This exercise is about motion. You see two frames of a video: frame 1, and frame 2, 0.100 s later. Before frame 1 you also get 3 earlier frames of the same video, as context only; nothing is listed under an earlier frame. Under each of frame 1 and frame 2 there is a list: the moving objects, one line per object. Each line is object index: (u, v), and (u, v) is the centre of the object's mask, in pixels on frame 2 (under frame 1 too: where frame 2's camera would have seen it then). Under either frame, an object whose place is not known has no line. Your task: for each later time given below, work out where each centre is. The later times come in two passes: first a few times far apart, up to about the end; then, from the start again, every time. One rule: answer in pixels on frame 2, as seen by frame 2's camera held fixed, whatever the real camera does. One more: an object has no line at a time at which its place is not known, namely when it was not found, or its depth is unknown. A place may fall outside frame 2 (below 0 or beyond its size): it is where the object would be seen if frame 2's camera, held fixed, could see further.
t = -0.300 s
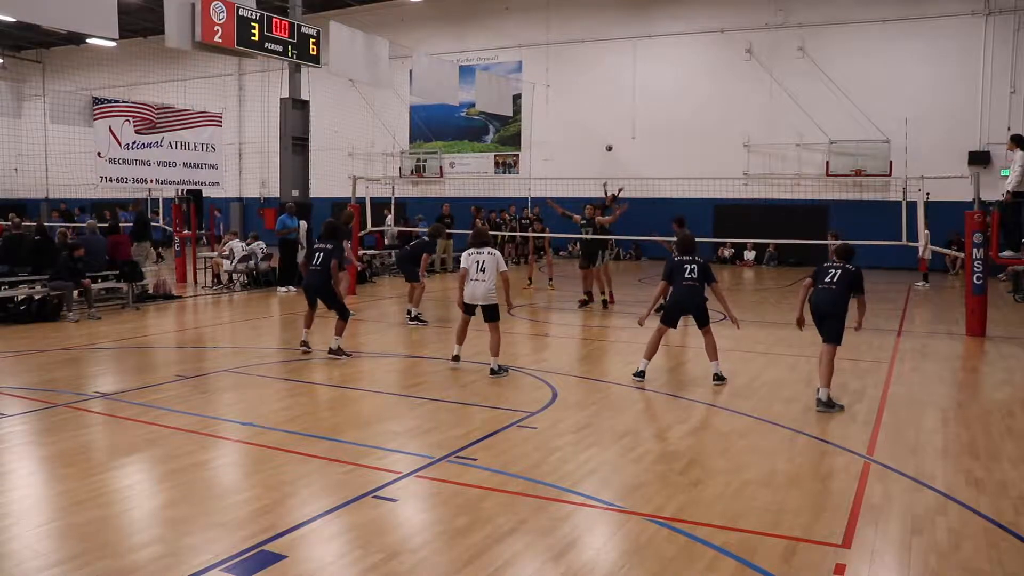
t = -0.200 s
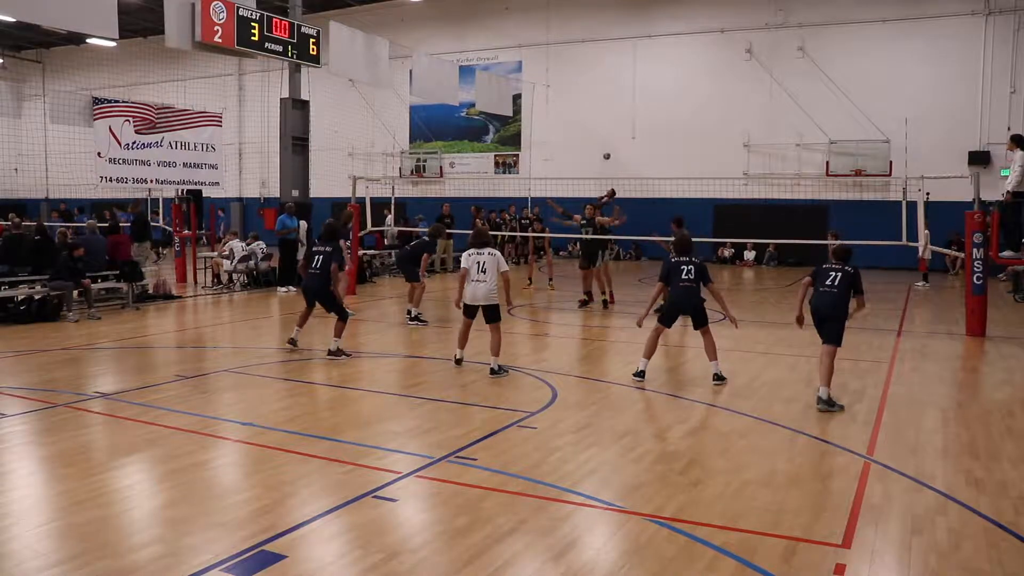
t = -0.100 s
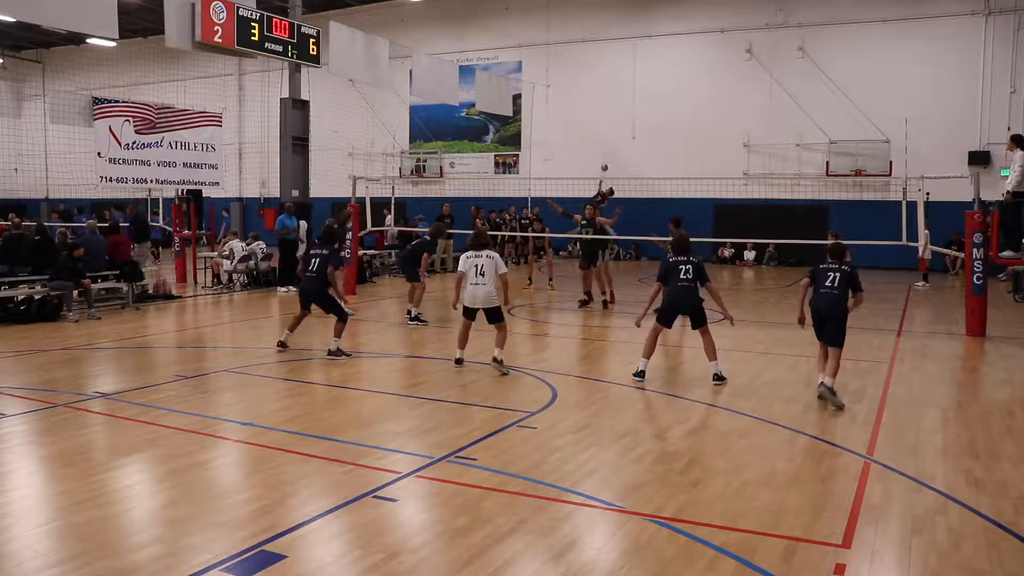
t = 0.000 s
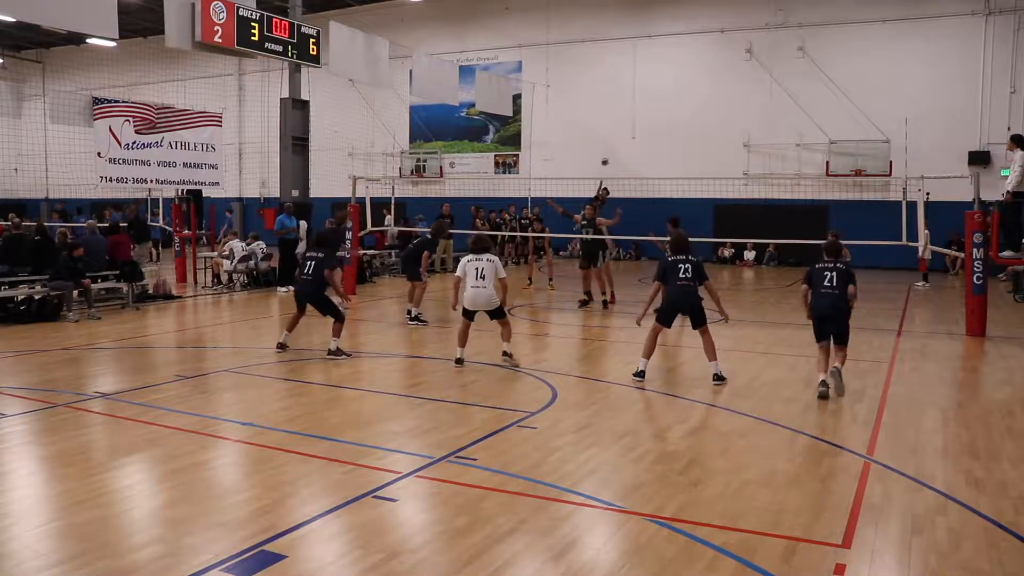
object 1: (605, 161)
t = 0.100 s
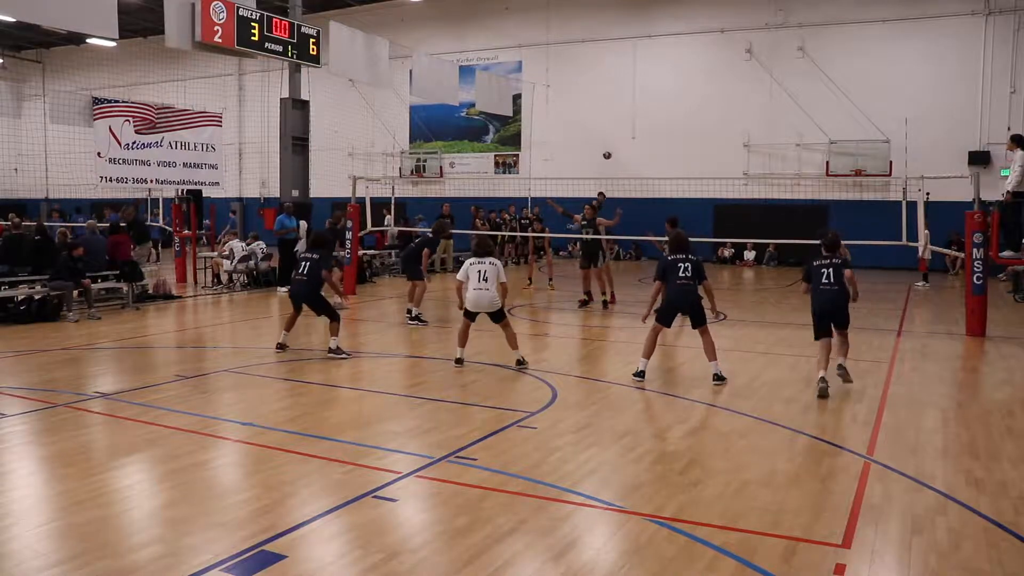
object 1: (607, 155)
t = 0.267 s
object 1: (615, 159)
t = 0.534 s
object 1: (655, 170)
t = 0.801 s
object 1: (714, 164)
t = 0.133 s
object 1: (608, 154)
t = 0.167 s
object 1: (609, 154)
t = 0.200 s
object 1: (611, 155)
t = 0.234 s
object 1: (613, 156)
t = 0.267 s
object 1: (615, 159)
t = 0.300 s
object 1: (617, 163)
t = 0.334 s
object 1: (620, 168)
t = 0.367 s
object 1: (623, 174)
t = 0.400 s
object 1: (626, 179)
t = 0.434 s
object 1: (633, 179)
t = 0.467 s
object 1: (640, 177)
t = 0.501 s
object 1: (648, 174)
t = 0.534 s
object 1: (655, 170)
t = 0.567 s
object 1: (663, 167)
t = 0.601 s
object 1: (670, 165)
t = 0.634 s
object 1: (678, 162)
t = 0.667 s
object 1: (685, 161)
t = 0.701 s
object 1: (692, 161)
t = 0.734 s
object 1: (700, 162)
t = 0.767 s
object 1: (707, 162)
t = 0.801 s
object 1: (714, 164)
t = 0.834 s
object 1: (721, 166)
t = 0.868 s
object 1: (728, 169)
